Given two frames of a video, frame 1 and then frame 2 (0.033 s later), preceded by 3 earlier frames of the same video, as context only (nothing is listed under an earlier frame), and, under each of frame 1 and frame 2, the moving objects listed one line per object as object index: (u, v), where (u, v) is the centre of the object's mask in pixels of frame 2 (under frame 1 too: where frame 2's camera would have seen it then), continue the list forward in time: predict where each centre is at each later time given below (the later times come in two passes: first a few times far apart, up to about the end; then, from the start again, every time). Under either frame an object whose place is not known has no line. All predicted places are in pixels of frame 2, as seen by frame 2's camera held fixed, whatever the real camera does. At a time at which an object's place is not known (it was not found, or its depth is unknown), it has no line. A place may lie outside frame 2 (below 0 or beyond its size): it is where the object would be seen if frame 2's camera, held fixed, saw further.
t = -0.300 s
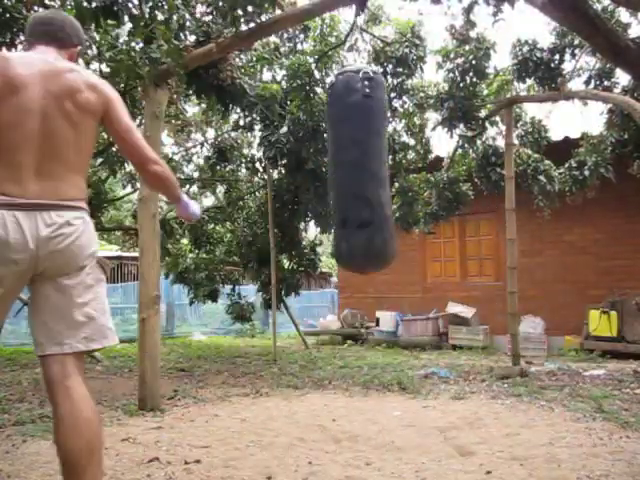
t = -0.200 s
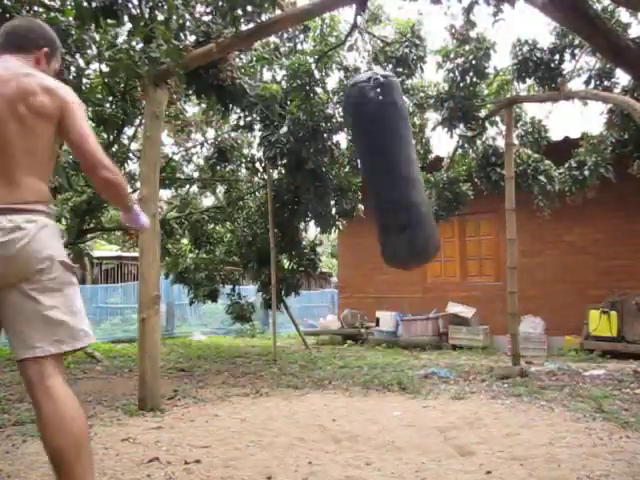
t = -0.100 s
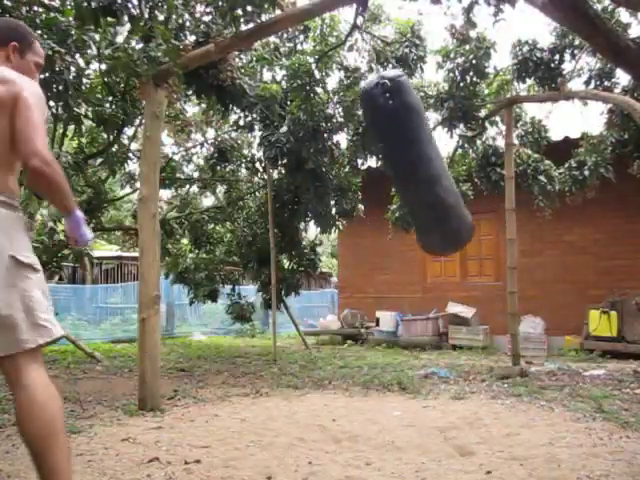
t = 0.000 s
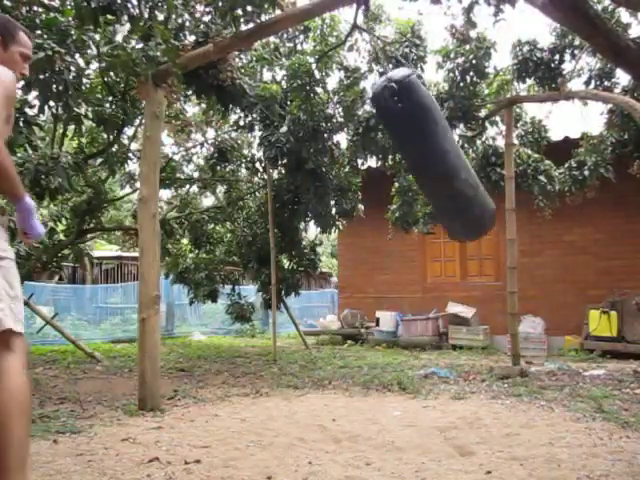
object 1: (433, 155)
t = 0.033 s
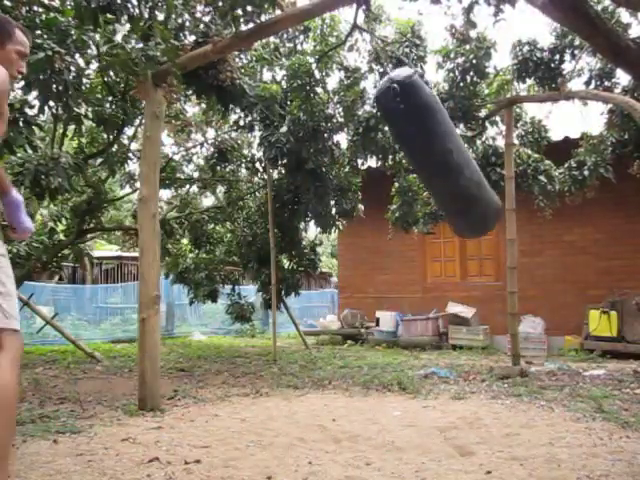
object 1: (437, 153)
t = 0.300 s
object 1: (444, 145)
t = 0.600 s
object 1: (404, 168)
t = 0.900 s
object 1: (315, 159)
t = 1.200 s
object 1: (256, 121)
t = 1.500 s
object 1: (278, 139)
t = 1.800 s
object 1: (363, 172)
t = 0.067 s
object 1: (440, 150)
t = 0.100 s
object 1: (443, 149)
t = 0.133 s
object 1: (444, 146)
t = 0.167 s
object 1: (446, 146)
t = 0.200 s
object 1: (446, 145)
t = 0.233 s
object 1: (446, 144)
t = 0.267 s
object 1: (445, 144)
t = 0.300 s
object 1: (444, 145)
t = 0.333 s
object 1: (443, 146)
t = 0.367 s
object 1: (440, 148)
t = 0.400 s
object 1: (438, 151)
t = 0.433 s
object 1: (434, 154)
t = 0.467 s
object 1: (430, 157)
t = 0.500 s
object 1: (425, 160)
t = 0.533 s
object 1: (418, 163)
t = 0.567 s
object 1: (412, 166)
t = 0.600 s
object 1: (404, 168)
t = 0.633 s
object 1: (397, 169)
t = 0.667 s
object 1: (387, 172)
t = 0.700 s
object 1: (378, 173)
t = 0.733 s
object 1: (368, 173)
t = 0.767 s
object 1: (358, 172)
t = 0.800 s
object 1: (347, 171)
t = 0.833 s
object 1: (336, 168)
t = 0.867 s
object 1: (325, 164)
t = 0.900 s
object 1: (315, 159)
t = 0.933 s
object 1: (305, 157)
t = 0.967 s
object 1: (295, 151)
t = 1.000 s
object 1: (287, 147)
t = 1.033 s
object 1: (280, 142)
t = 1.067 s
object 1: (273, 137)
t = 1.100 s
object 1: (267, 132)
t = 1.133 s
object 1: (263, 127)
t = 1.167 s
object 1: (259, 124)
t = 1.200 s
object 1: (256, 121)
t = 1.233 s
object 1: (255, 121)
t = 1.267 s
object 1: (255, 120)
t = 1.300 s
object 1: (255, 120)
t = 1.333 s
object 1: (256, 121)
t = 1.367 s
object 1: (258, 123)
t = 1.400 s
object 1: (262, 126)
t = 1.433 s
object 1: (266, 131)
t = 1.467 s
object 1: (272, 135)
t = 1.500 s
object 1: (278, 139)
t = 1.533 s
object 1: (286, 144)
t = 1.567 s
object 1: (293, 149)
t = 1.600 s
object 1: (302, 155)
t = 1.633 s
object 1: (311, 158)
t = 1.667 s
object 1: (321, 161)
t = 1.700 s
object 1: (331, 166)
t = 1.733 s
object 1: (342, 168)
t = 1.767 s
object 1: (352, 170)
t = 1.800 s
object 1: (363, 172)
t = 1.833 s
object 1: (372, 173)
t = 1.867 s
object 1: (381, 172)
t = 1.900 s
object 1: (390, 171)
